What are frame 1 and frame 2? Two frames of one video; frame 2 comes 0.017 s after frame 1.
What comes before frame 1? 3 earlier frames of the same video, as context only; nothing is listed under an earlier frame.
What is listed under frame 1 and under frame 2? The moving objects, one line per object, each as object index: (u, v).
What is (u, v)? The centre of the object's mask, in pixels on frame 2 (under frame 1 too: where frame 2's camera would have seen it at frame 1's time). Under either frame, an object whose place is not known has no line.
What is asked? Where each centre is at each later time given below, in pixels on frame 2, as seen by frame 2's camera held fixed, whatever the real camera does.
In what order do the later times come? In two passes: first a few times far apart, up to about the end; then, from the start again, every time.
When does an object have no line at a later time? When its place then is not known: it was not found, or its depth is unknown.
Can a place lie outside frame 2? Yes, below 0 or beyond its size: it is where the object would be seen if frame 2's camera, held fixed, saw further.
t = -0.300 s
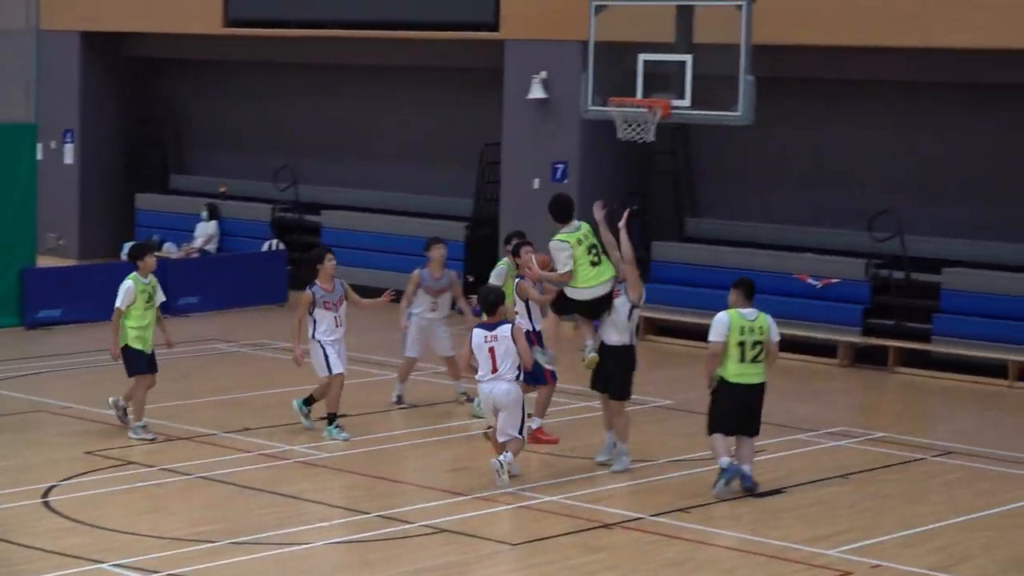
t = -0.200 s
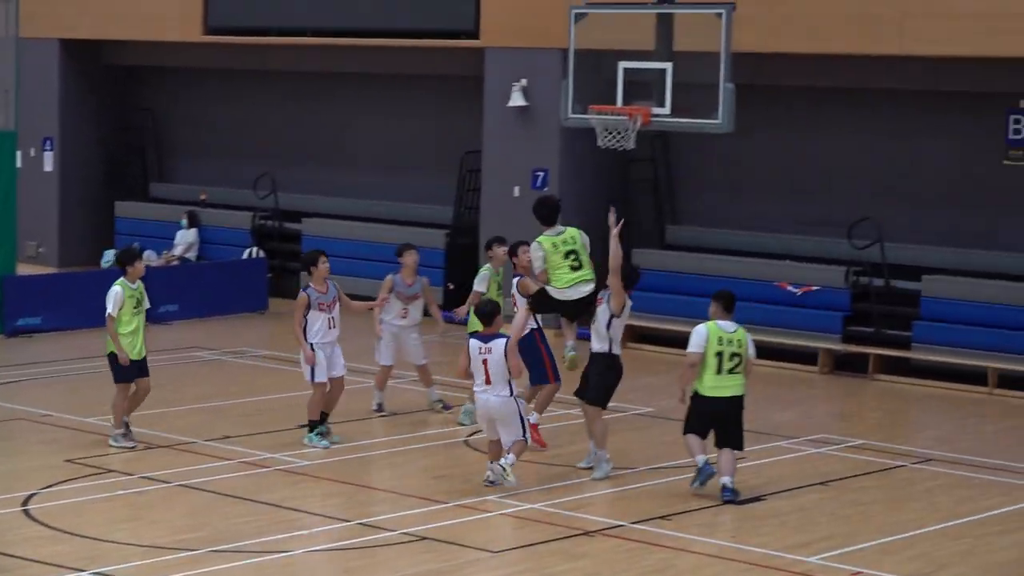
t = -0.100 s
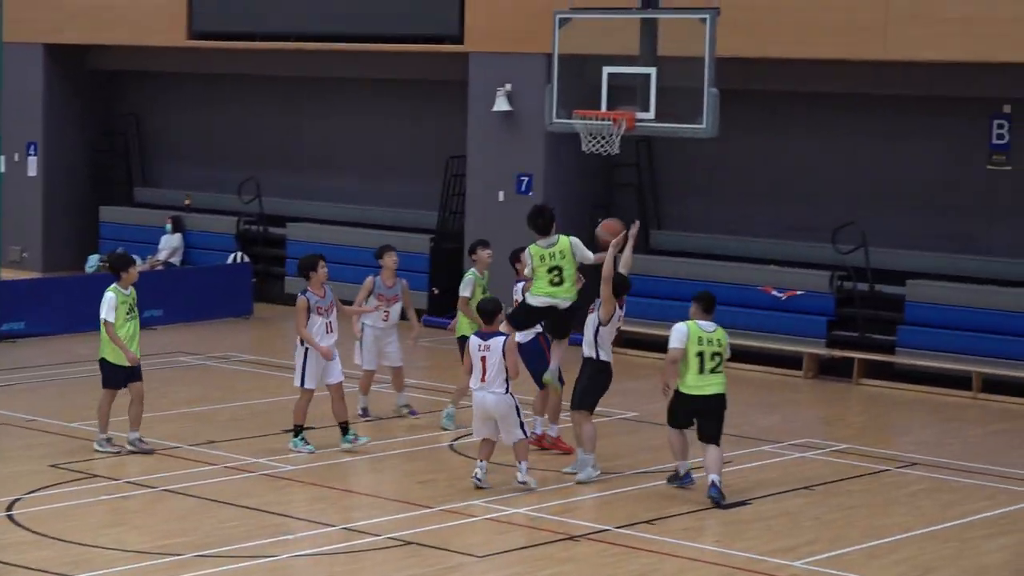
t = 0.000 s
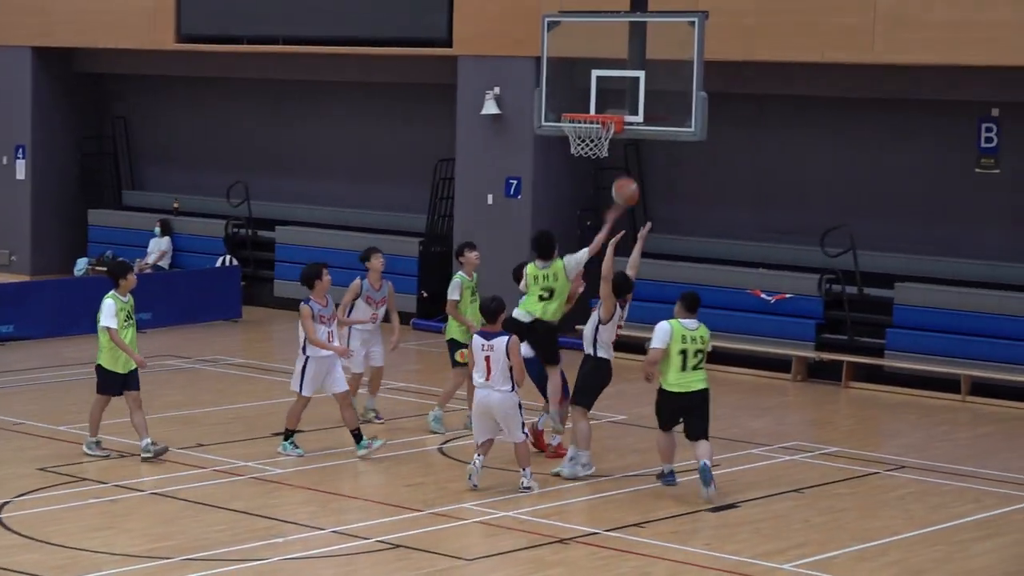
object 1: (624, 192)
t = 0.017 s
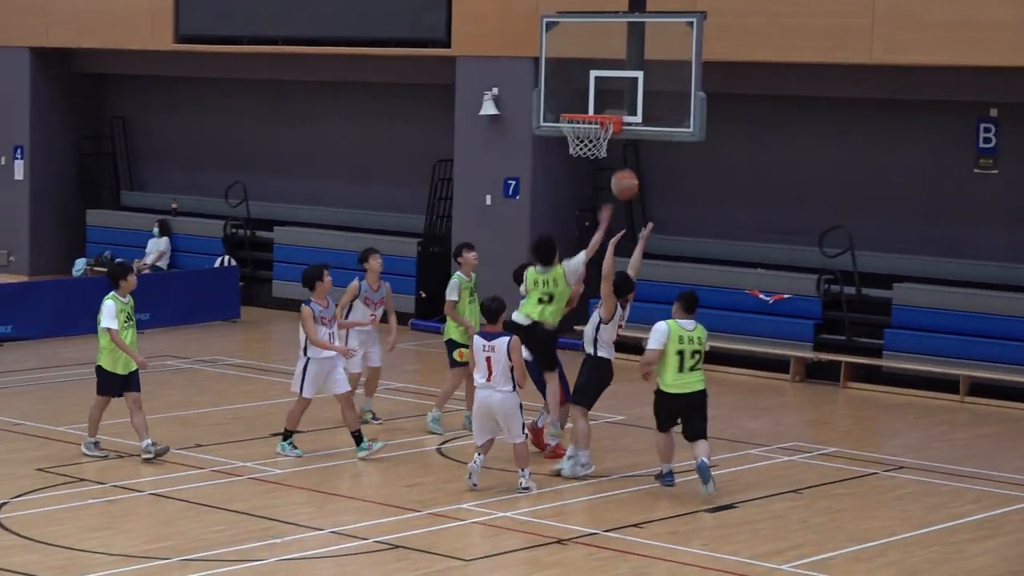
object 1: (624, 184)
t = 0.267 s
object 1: (640, 100)
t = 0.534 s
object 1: (610, 74)
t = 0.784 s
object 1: (575, 101)
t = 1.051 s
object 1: (594, 131)
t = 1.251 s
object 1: (604, 190)
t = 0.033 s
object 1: (625, 177)
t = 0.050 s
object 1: (626, 169)
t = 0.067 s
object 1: (628, 162)
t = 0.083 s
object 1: (629, 155)
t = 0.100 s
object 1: (630, 149)
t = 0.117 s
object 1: (631, 143)
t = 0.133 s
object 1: (632, 137)
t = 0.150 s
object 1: (633, 130)
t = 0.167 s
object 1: (634, 125)
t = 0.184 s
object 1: (635, 119)
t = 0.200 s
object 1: (636, 115)
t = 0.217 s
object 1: (637, 111)
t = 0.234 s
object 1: (638, 107)
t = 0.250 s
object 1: (639, 103)
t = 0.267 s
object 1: (640, 100)
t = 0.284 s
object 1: (641, 97)
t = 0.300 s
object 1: (642, 94)
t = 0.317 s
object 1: (643, 92)
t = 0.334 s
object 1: (644, 90)
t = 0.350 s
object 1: (644, 88)
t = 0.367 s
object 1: (641, 85)
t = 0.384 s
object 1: (638, 82)
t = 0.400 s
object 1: (635, 80)
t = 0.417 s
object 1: (632, 78)
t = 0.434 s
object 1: (628, 77)
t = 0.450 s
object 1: (625, 76)
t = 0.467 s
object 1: (622, 75)
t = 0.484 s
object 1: (619, 75)
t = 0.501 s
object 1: (617, 74)
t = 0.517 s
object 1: (614, 74)
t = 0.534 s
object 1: (610, 74)
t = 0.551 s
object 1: (607, 75)
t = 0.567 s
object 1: (604, 76)
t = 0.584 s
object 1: (601, 77)
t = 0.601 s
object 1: (598, 78)
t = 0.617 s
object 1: (595, 80)
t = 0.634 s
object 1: (592, 83)
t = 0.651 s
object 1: (589, 85)
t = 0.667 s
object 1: (585, 88)
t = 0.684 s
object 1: (582, 91)
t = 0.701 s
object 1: (579, 94)
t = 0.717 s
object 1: (576, 98)
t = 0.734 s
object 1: (573, 101)
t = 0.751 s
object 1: (573, 103)
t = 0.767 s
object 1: (574, 102)
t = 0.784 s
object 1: (575, 101)
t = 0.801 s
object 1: (576, 101)
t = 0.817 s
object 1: (577, 101)
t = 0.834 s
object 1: (578, 101)
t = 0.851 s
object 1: (580, 101)
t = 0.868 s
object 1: (581, 101)
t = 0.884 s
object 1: (582, 102)
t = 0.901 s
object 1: (584, 103)
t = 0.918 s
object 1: (585, 104)
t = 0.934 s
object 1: (586, 105)
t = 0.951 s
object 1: (587, 106)
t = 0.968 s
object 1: (588, 107)
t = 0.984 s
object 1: (590, 109)
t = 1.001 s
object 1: (591, 111)
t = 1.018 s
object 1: (592, 118)
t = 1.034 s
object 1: (594, 124)
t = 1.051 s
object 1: (594, 131)
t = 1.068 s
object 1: (594, 132)
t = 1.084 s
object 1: (595, 134)
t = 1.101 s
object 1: (596, 137)
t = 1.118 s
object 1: (599, 147)
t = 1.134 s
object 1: (601, 152)
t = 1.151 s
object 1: (599, 158)
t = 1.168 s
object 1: (600, 161)
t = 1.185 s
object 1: (601, 166)
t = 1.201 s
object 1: (602, 172)
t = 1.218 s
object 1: (603, 177)
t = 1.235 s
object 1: (604, 184)
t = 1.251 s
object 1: (604, 190)
